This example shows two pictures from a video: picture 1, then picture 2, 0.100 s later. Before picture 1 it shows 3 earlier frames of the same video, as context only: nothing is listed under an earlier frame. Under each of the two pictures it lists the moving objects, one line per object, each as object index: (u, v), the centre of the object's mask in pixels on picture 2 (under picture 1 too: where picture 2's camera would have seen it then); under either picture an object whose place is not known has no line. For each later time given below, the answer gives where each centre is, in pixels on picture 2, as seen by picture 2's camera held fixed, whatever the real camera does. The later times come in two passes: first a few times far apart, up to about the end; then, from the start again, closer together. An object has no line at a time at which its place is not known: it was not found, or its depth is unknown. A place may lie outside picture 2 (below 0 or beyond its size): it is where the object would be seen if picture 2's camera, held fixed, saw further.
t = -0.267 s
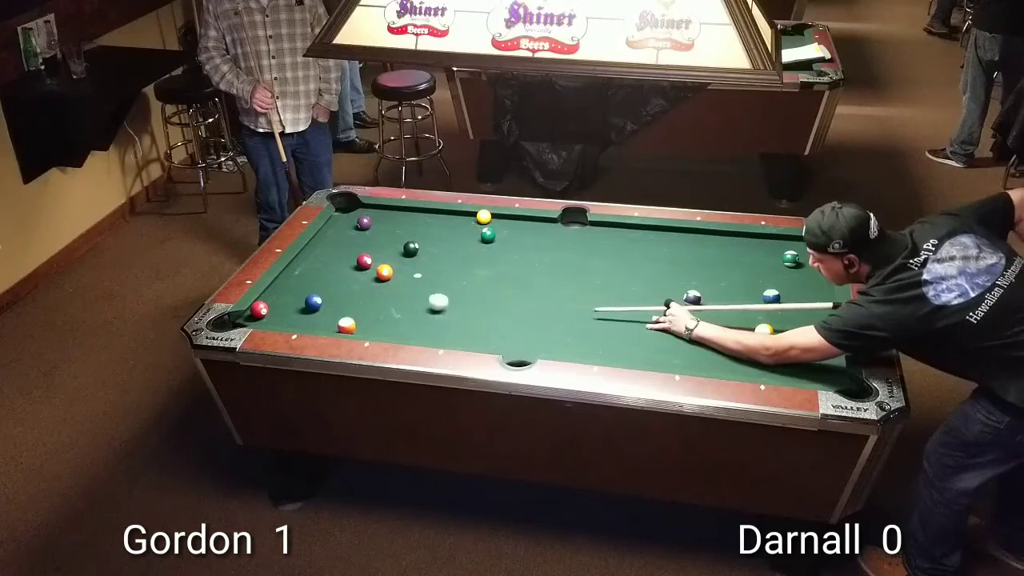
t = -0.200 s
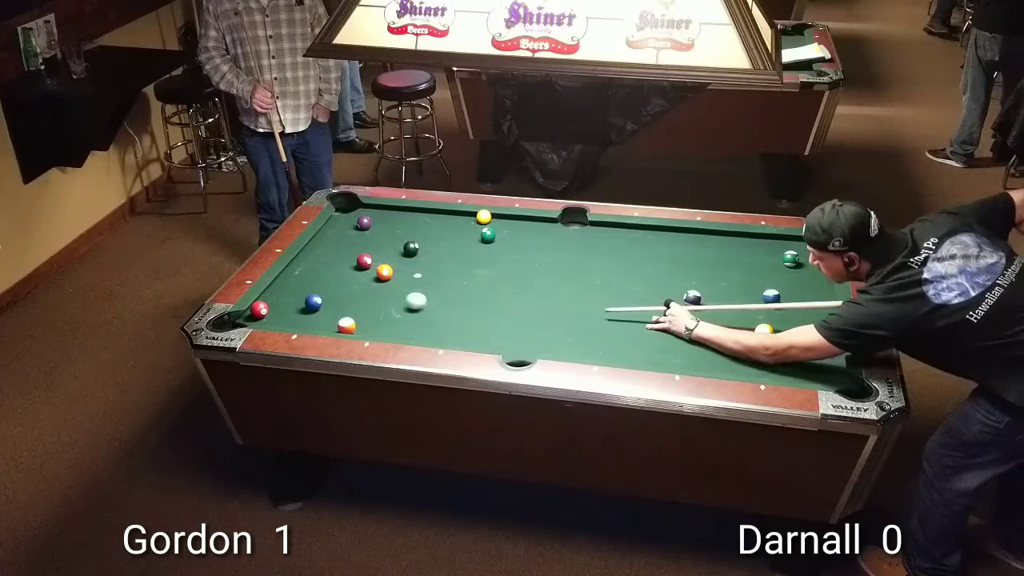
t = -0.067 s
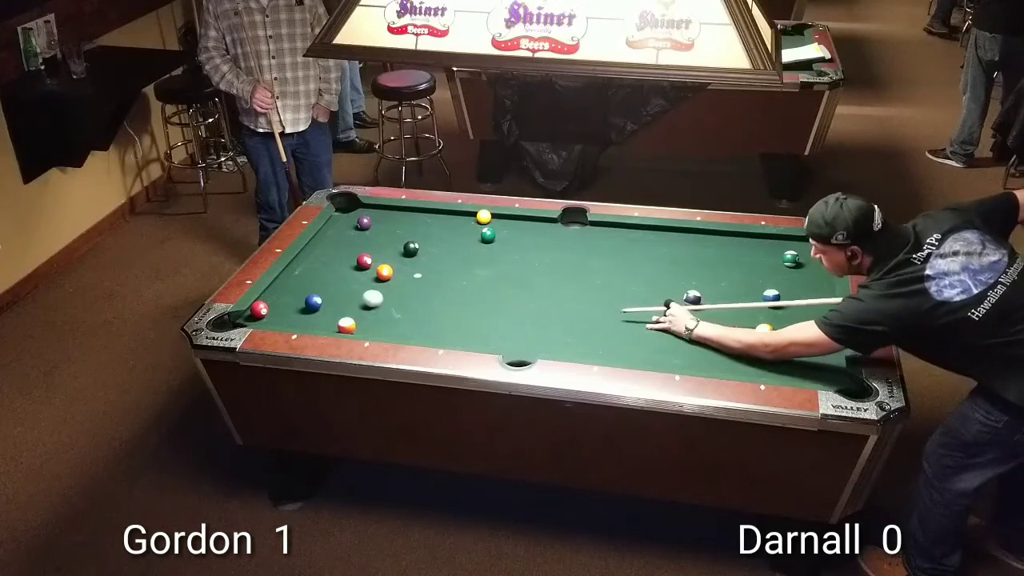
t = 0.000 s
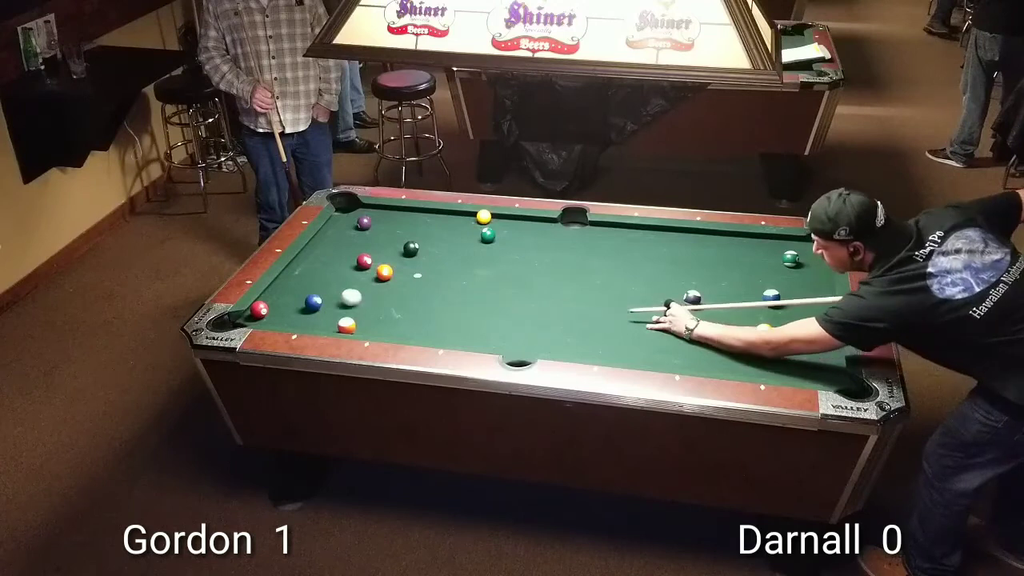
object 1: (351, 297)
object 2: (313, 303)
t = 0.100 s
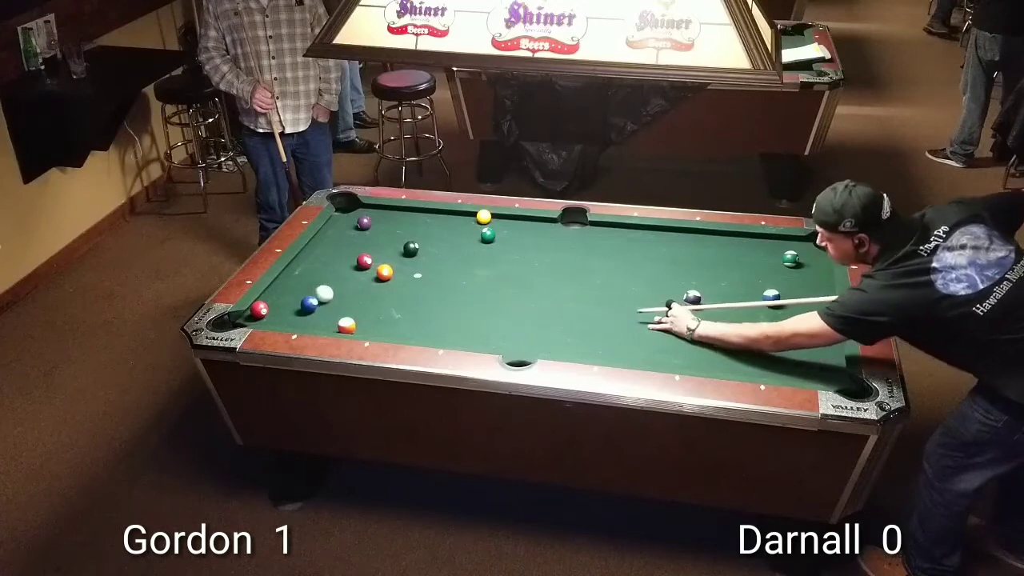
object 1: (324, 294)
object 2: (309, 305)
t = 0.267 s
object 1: (297, 282)
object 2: (288, 313)
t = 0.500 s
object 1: (303, 274)
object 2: (263, 319)
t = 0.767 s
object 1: (331, 269)
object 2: (241, 321)
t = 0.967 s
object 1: (349, 265)
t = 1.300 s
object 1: (357, 266)
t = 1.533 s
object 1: (361, 266)
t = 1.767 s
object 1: (364, 266)
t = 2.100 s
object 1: (365, 266)
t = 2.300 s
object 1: (365, 267)
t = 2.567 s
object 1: (365, 267)
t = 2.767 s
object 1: (365, 267)
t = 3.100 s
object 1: (365, 267)
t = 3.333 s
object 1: (365, 267)
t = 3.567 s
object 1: (365, 267)
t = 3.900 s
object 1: (365, 267)
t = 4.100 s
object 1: (365, 267)
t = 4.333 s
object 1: (365, 267)
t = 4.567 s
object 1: (365, 267)
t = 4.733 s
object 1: (365, 267)
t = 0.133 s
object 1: (319, 291)
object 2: (304, 306)
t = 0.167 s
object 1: (313, 289)
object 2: (299, 308)
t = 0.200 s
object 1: (308, 287)
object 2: (296, 309)
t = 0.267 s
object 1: (297, 282)
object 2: (288, 313)
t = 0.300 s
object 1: (291, 280)
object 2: (284, 314)
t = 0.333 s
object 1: (286, 278)
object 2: (281, 316)
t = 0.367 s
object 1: (287, 277)
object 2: (277, 316)
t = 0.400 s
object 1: (291, 276)
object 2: (275, 318)
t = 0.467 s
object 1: (300, 275)
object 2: (266, 319)
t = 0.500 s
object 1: (303, 274)
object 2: (263, 319)
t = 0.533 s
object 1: (307, 273)
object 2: (259, 320)
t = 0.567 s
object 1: (310, 273)
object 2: (257, 319)
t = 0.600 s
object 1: (314, 272)
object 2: (256, 319)
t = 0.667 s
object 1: (321, 271)
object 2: (250, 319)
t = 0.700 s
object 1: (324, 270)
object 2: (248, 319)
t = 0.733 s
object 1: (328, 270)
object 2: (245, 320)
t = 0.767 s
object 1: (331, 269)
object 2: (241, 321)
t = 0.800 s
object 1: (335, 268)
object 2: (238, 323)
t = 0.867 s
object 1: (341, 267)
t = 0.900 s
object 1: (344, 266)
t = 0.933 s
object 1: (347, 266)
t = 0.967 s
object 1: (349, 265)
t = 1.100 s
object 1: (353, 266)
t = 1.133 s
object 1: (354, 266)
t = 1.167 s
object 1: (354, 266)
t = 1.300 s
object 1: (357, 266)
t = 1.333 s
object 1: (358, 266)
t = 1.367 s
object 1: (359, 266)
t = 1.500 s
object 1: (361, 266)
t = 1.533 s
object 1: (361, 266)
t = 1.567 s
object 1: (362, 266)
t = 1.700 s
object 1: (363, 266)
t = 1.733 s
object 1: (364, 266)
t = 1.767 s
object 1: (364, 266)
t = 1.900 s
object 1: (365, 266)
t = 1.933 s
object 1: (365, 266)
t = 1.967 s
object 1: (365, 266)
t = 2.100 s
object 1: (365, 266)
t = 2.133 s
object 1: (365, 266)
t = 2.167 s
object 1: (365, 266)
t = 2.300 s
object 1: (365, 267)
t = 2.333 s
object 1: (365, 267)
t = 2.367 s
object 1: (365, 267)
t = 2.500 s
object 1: (365, 267)
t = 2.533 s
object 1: (365, 267)
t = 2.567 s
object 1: (365, 267)
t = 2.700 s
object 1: (365, 267)
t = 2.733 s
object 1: (365, 267)
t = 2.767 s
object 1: (365, 267)
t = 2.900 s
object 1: (365, 267)
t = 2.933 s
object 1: (365, 267)
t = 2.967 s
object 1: (365, 267)
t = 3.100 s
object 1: (365, 267)
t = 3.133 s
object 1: (365, 267)
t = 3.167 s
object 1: (365, 267)
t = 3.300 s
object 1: (365, 267)
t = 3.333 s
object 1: (365, 267)
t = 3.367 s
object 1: (365, 267)
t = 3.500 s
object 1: (365, 267)
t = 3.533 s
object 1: (365, 267)
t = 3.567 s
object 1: (365, 267)
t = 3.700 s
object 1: (365, 267)
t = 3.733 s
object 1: (365, 267)
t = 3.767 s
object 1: (365, 267)
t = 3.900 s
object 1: (365, 267)
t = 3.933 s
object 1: (365, 267)
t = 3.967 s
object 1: (365, 267)
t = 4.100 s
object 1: (365, 267)
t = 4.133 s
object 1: (365, 267)
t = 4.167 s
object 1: (365, 267)
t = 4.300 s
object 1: (365, 267)
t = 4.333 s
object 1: (365, 267)
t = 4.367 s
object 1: (365, 267)
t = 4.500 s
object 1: (365, 267)
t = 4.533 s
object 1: (365, 267)
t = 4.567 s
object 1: (365, 267)
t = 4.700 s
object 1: (365, 267)
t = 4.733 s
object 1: (365, 267)
